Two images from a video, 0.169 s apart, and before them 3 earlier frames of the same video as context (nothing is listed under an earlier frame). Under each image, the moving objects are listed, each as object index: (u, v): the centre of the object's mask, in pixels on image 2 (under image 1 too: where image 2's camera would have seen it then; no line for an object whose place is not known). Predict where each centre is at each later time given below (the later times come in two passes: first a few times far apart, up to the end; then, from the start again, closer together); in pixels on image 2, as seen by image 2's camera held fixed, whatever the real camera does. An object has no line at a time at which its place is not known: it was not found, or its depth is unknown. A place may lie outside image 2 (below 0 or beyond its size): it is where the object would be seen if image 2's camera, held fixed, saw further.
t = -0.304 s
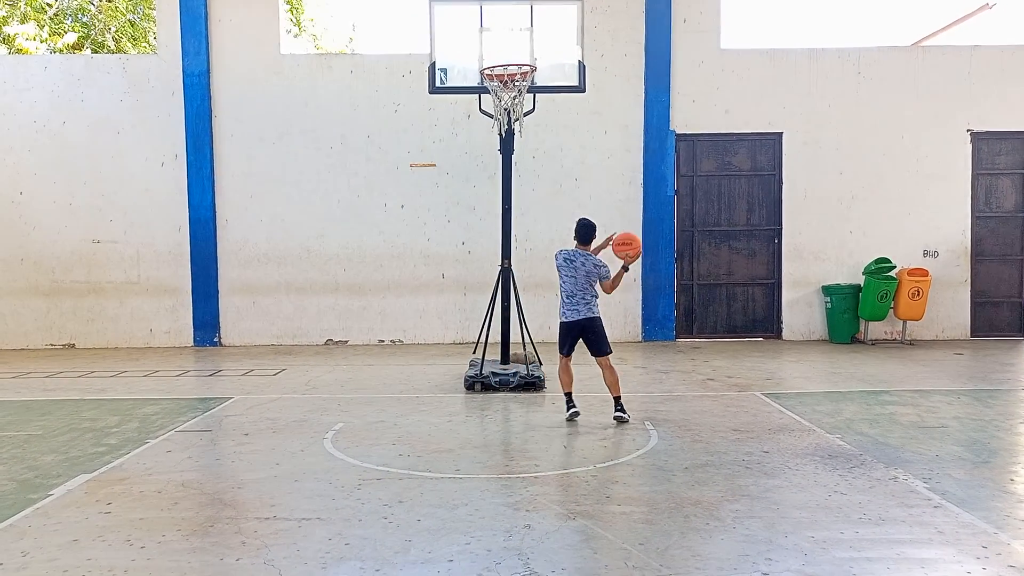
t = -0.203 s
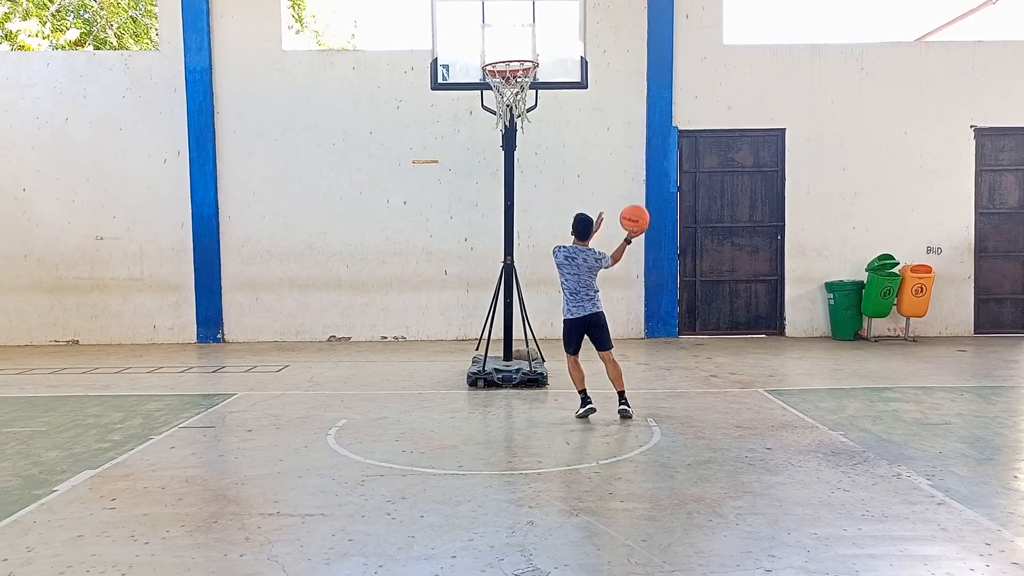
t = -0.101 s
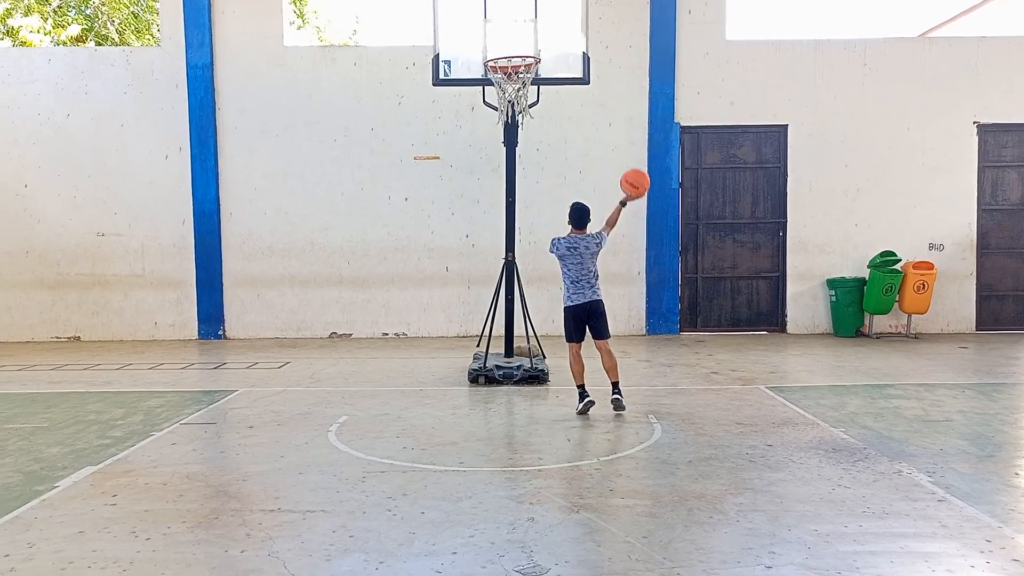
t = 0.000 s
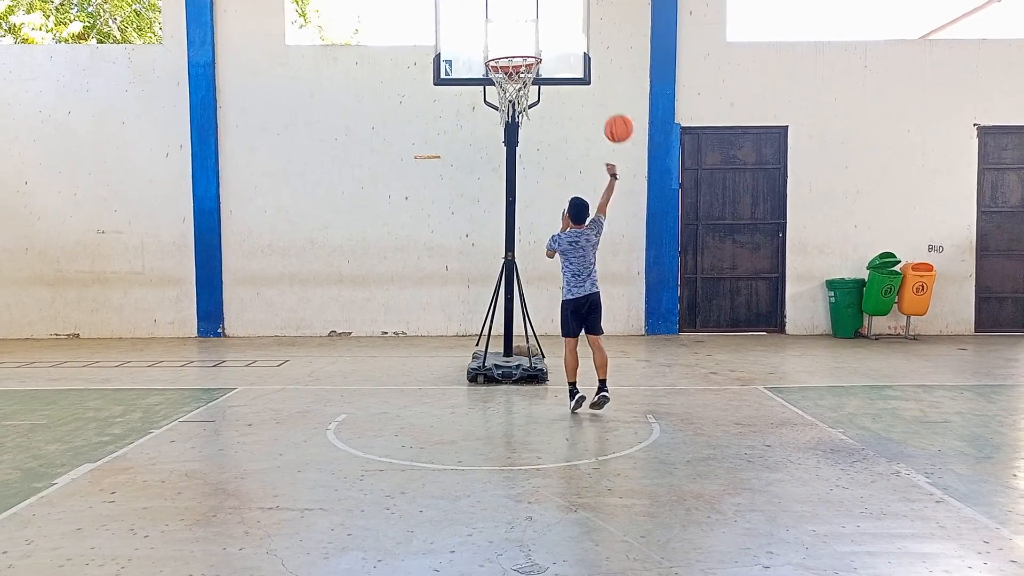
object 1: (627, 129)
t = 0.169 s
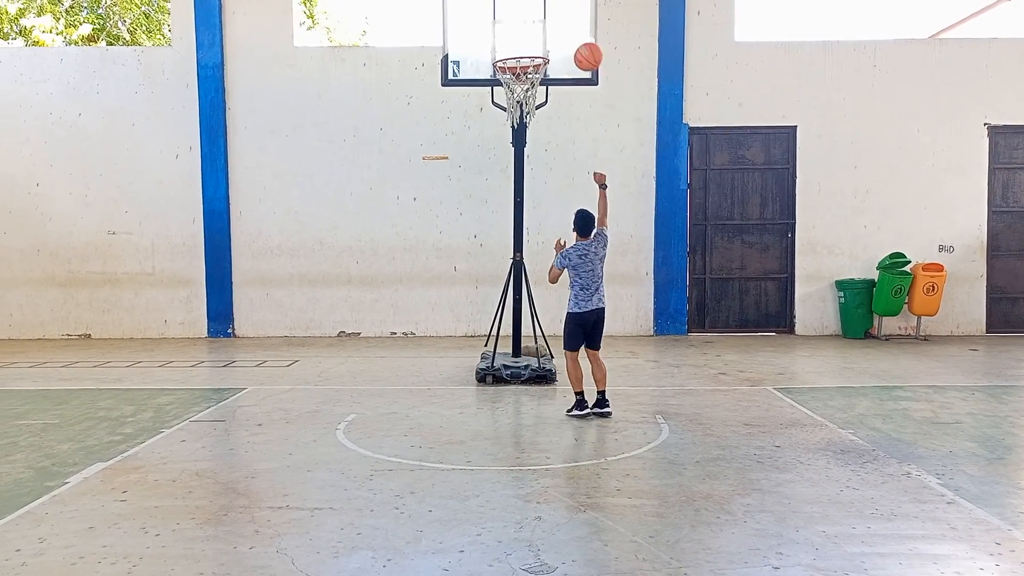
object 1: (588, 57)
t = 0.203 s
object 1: (580, 47)
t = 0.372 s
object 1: (542, 21)
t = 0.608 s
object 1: (504, 33)
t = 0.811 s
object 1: (481, 50)
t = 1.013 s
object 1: (453, 70)
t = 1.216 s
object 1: (427, 137)
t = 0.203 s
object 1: (580, 47)
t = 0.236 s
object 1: (573, 37)
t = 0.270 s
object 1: (566, 31)
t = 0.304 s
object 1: (558, 23)
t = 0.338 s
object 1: (550, 22)
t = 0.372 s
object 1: (542, 21)
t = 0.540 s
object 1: (512, 28)
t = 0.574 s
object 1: (507, 31)
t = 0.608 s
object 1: (504, 33)
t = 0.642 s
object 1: (501, 38)
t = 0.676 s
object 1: (497, 43)
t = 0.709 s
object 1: (493, 49)
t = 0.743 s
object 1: (490, 54)
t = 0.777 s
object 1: (486, 50)
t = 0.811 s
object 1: (481, 50)
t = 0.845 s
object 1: (477, 50)
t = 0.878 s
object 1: (473, 51)
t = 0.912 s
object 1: (468, 54)
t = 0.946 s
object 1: (462, 57)
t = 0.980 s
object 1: (458, 63)
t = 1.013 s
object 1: (453, 70)
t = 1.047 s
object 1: (449, 79)
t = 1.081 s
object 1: (444, 87)
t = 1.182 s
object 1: (431, 123)
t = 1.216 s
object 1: (427, 137)
